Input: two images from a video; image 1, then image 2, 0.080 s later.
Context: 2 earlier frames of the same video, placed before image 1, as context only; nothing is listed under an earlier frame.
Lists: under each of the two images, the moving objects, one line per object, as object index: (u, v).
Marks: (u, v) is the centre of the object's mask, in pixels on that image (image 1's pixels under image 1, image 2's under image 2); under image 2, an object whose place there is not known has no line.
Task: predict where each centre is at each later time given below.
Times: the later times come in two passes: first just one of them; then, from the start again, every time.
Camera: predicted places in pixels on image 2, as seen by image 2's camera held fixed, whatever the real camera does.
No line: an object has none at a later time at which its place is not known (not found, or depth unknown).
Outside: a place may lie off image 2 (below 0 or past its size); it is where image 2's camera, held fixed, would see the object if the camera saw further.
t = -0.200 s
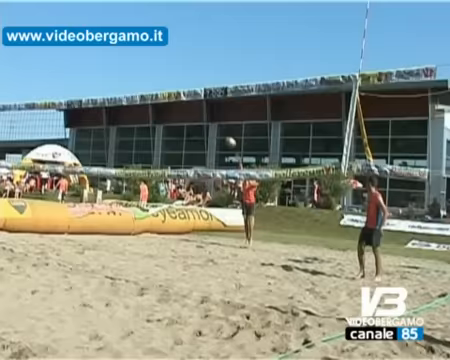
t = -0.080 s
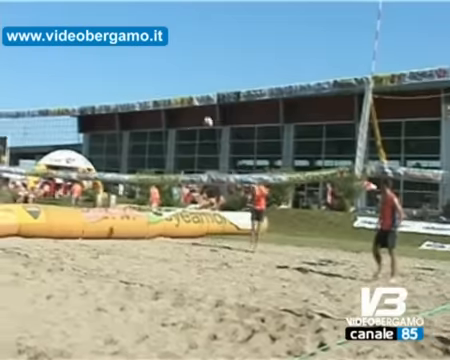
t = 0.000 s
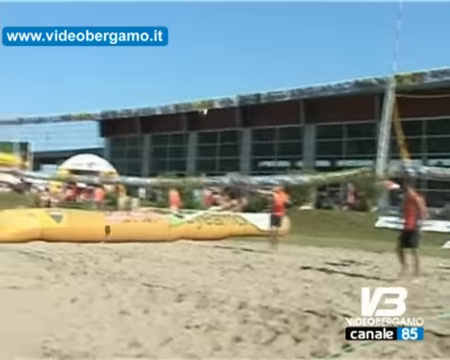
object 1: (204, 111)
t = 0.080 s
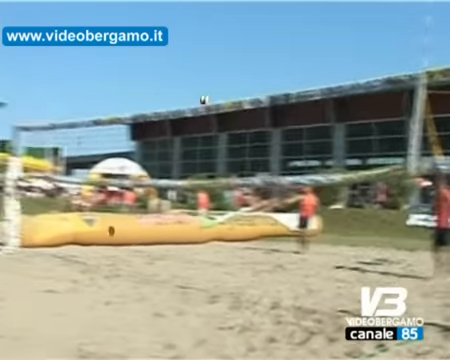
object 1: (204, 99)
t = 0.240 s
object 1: (142, 85)
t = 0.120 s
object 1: (190, 95)
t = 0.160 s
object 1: (174, 90)
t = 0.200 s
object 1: (159, 87)
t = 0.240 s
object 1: (142, 85)
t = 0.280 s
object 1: (126, 82)
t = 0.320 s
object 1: (109, 81)
